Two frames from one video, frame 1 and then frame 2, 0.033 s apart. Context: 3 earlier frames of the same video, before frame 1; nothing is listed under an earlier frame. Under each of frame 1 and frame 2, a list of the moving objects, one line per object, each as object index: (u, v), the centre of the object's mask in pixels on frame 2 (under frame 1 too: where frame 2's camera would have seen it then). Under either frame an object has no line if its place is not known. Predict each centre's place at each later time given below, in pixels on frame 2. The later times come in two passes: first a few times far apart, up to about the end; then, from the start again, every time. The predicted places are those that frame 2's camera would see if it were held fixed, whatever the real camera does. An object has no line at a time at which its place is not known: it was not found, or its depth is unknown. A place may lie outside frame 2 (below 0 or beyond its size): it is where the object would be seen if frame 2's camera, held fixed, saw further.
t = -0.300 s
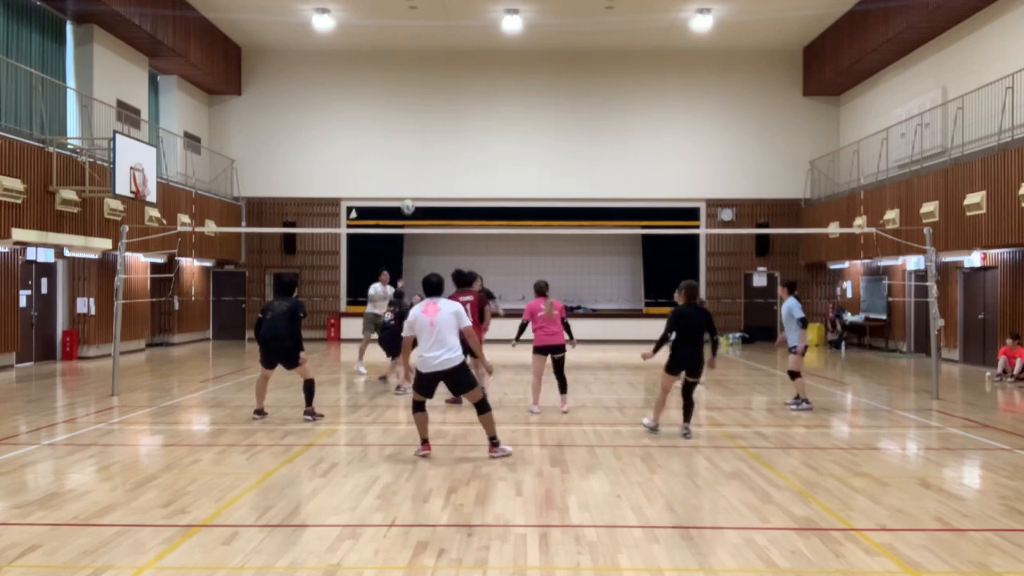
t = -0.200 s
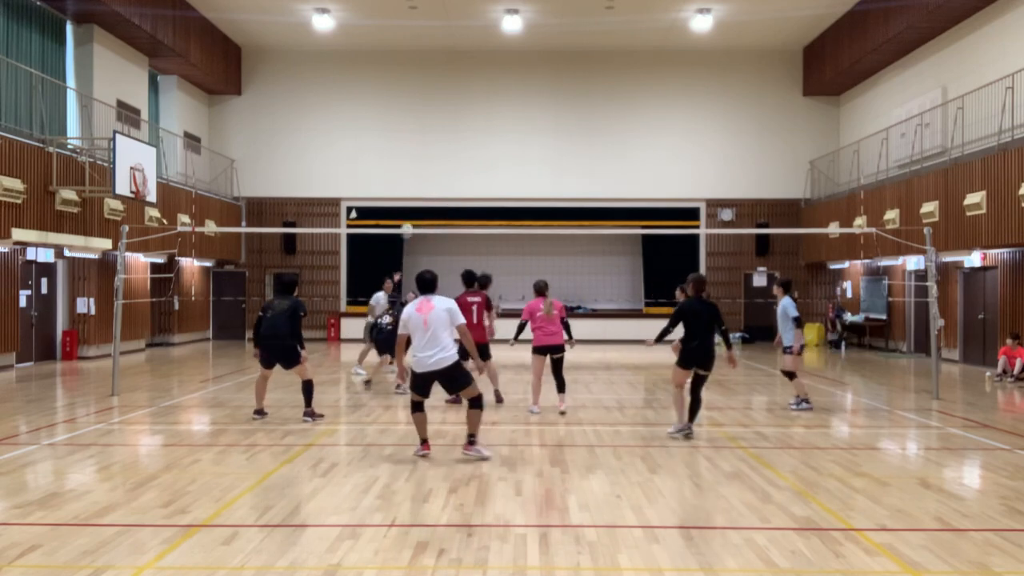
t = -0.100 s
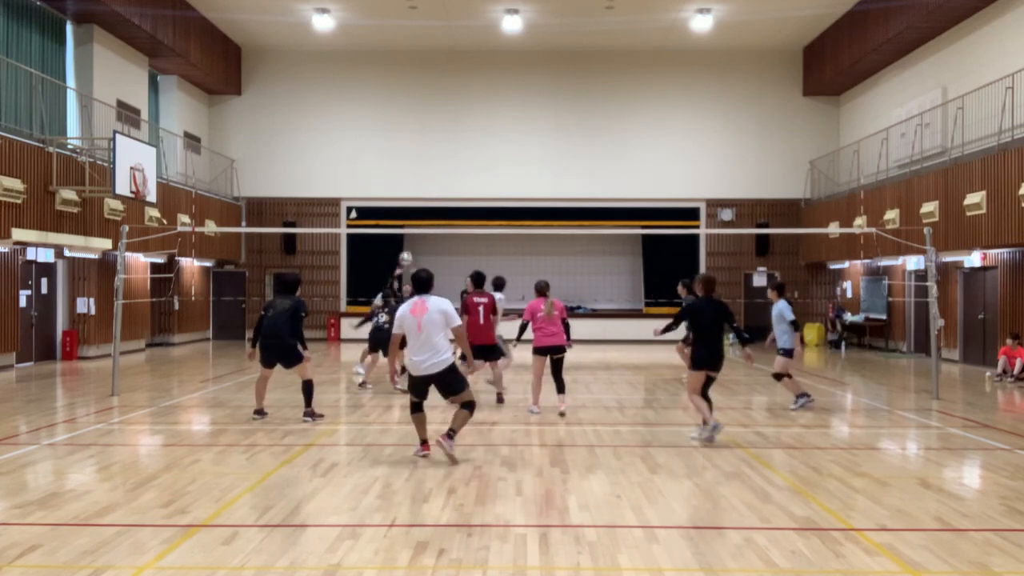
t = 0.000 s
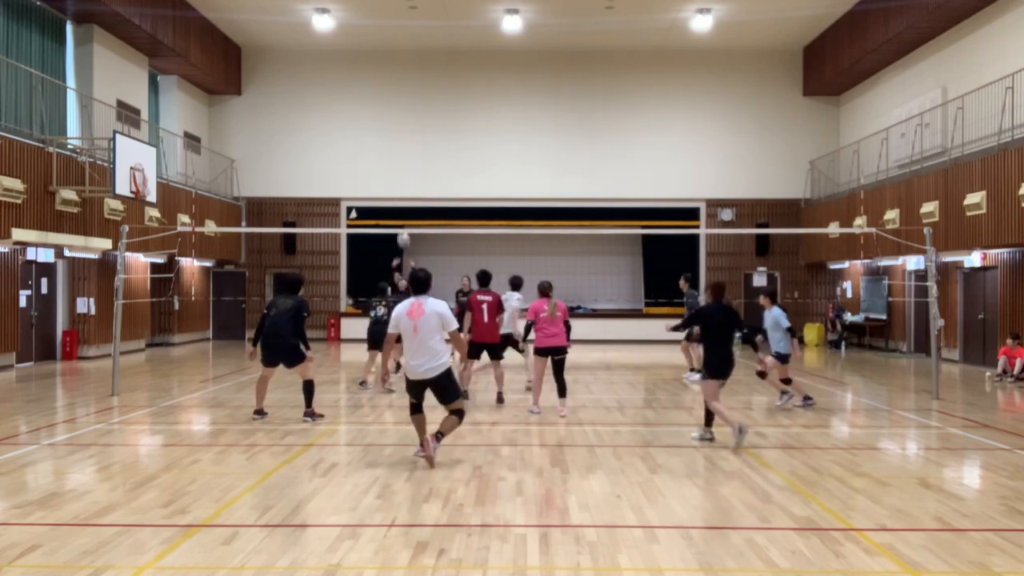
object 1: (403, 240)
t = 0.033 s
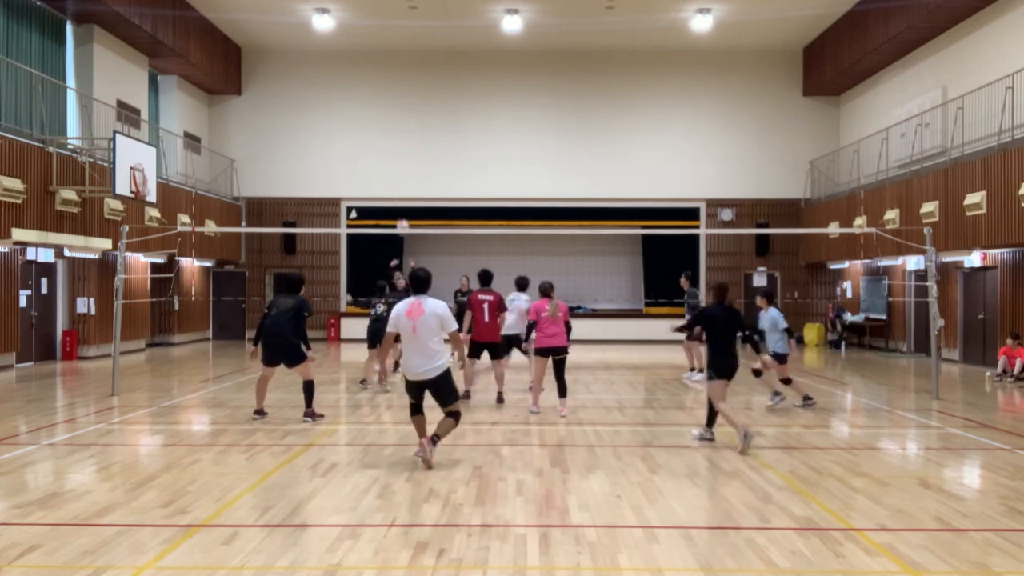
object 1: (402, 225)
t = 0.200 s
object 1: (399, 177)
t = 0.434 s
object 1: (393, 134)
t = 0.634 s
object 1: (388, 122)
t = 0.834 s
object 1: (382, 136)
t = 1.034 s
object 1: (377, 177)
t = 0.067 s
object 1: (402, 215)
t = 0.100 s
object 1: (400, 206)
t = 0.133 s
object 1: (400, 195)
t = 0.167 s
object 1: (399, 187)
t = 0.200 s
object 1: (399, 177)
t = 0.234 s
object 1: (397, 169)
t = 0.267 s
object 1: (397, 161)
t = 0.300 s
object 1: (396, 155)
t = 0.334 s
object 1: (395, 148)
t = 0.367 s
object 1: (395, 144)
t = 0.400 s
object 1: (394, 138)
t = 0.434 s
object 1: (393, 134)
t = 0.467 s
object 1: (391, 130)
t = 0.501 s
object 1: (391, 128)
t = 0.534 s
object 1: (390, 125)
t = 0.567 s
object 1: (389, 123)
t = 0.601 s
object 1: (389, 122)
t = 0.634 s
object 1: (388, 122)
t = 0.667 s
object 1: (387, 122)
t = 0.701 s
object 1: (386, 124)
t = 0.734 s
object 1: (385, 127)
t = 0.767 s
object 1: (384, 129)
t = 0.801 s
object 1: (383, 132)
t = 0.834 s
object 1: (382, 136)
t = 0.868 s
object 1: (381, 141)
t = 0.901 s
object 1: (380, 148)
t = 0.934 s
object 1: (379, 154)
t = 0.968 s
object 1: (378, 162)
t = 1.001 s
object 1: (378, 169)
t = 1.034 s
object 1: (377, 177)
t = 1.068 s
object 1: (375, 188)
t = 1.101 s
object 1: (375, 199)
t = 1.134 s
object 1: (373, 210)
